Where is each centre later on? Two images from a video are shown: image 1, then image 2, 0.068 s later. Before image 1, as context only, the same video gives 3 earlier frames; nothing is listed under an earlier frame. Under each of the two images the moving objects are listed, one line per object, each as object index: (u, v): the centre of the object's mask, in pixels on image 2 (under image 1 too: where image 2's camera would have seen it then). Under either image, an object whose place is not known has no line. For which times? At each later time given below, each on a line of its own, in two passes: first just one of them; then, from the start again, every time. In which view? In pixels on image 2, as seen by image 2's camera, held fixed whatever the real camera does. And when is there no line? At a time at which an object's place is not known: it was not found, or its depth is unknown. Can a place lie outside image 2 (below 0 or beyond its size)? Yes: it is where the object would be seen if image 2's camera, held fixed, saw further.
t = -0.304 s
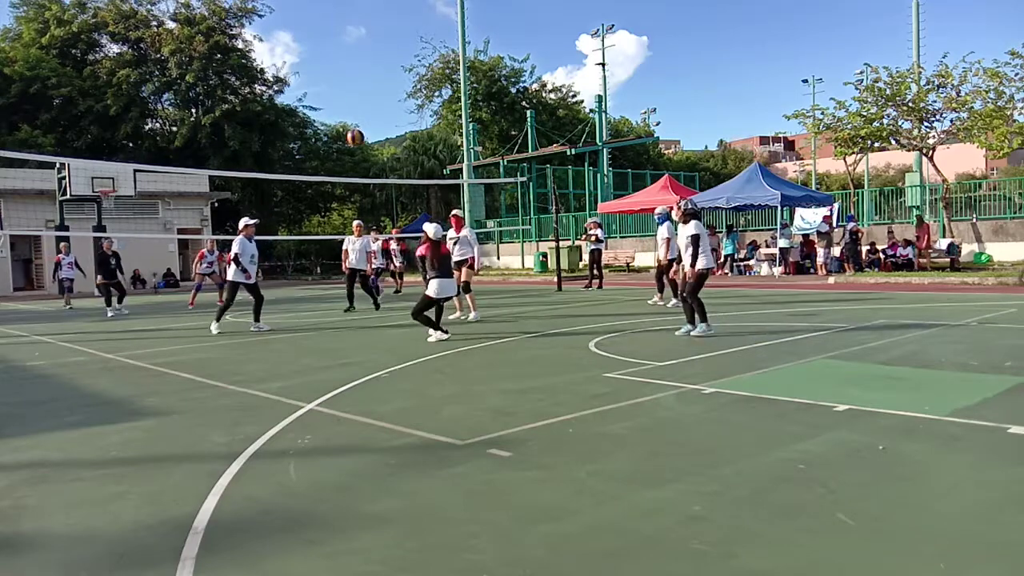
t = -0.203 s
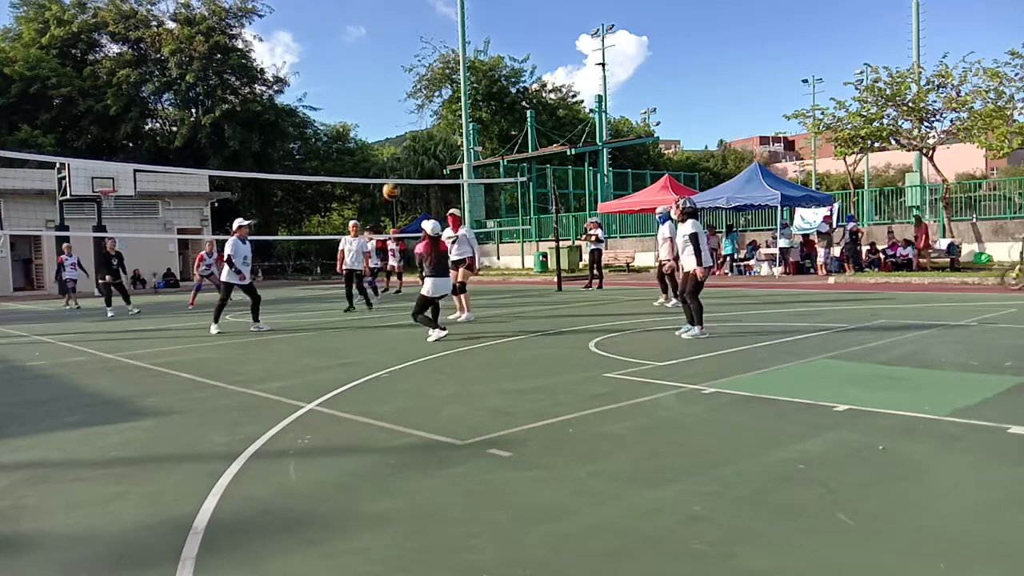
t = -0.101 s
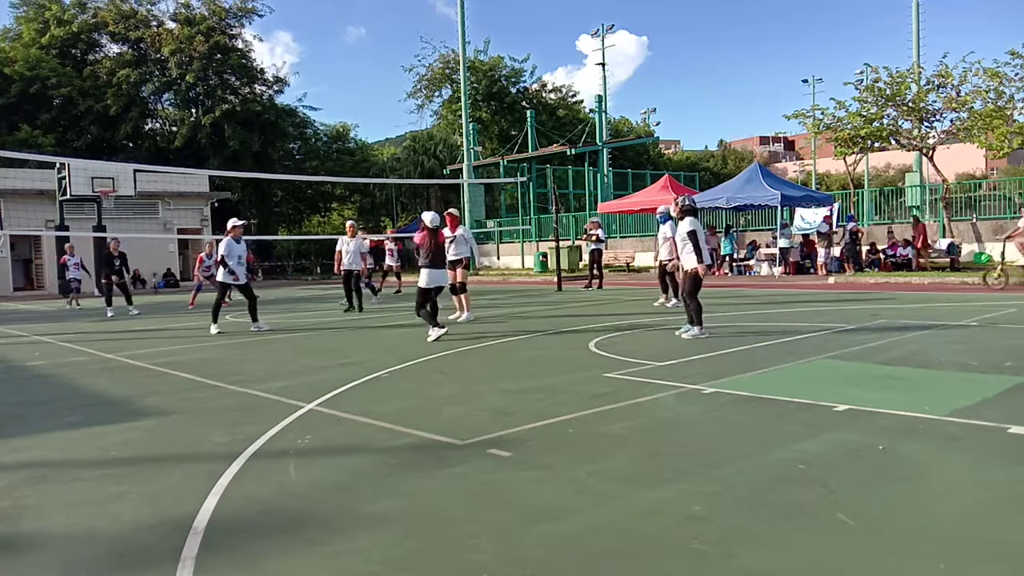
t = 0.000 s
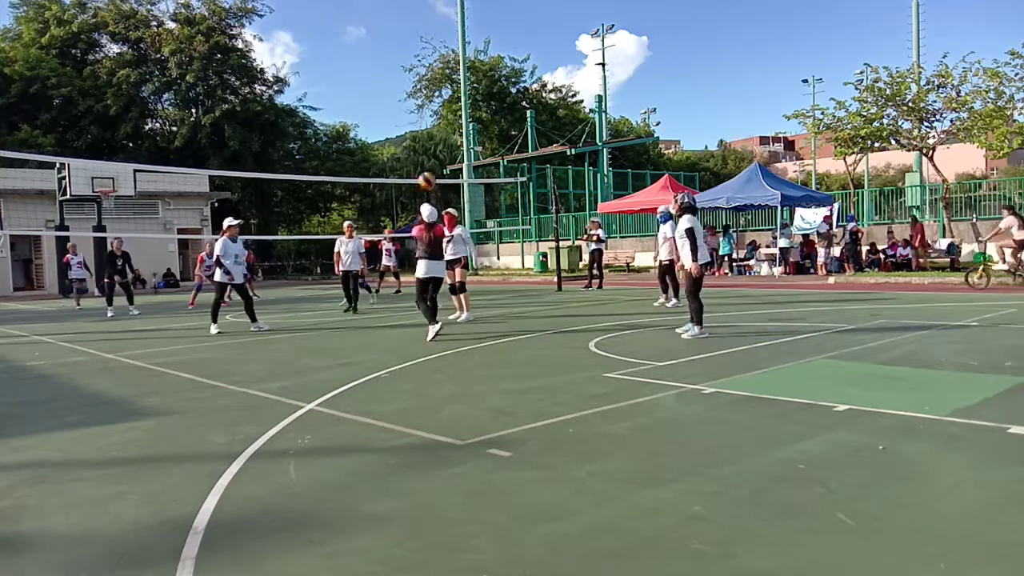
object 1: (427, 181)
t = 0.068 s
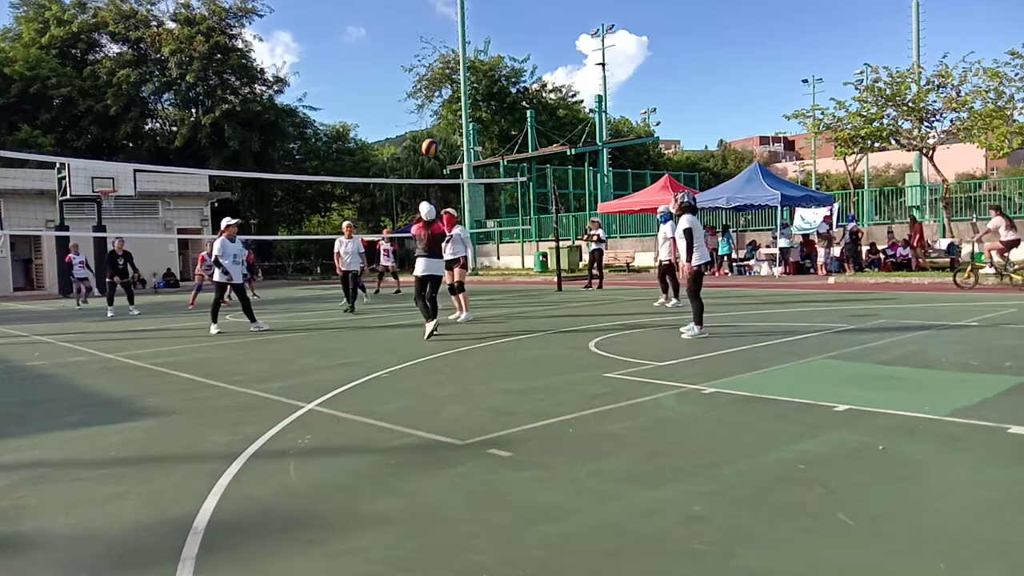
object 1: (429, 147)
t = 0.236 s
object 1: (439, 83)
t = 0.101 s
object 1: (430, 131)
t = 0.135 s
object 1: (433, 119)
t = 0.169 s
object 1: (435, 105)
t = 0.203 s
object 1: (436, 94)
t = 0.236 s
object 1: (439, 83)
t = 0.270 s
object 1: (439, 73)
